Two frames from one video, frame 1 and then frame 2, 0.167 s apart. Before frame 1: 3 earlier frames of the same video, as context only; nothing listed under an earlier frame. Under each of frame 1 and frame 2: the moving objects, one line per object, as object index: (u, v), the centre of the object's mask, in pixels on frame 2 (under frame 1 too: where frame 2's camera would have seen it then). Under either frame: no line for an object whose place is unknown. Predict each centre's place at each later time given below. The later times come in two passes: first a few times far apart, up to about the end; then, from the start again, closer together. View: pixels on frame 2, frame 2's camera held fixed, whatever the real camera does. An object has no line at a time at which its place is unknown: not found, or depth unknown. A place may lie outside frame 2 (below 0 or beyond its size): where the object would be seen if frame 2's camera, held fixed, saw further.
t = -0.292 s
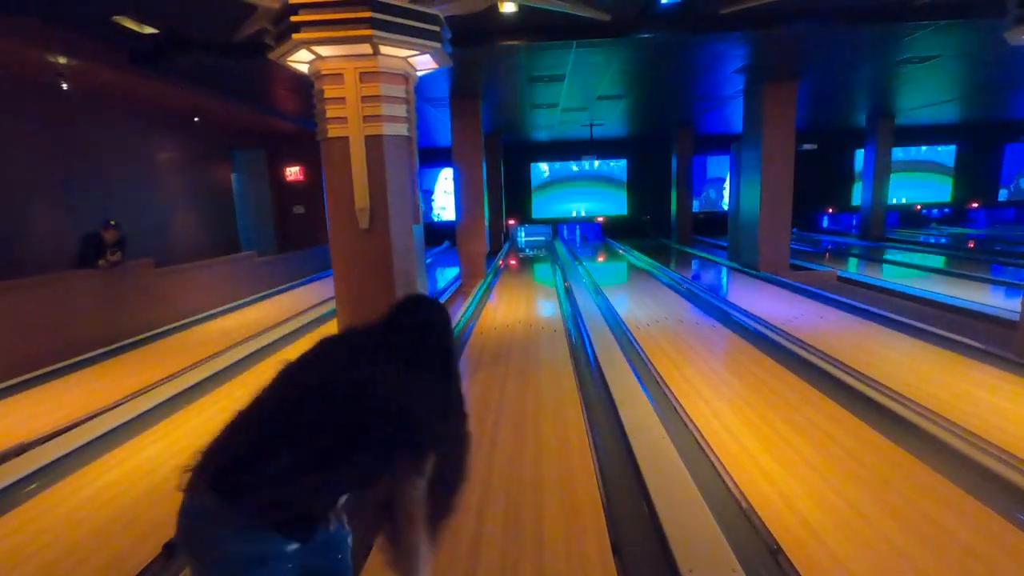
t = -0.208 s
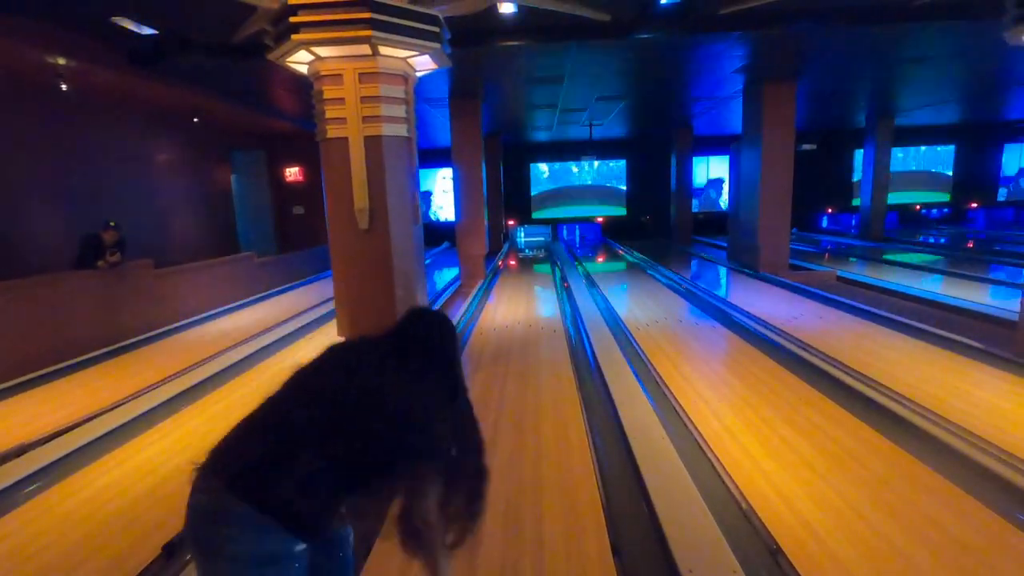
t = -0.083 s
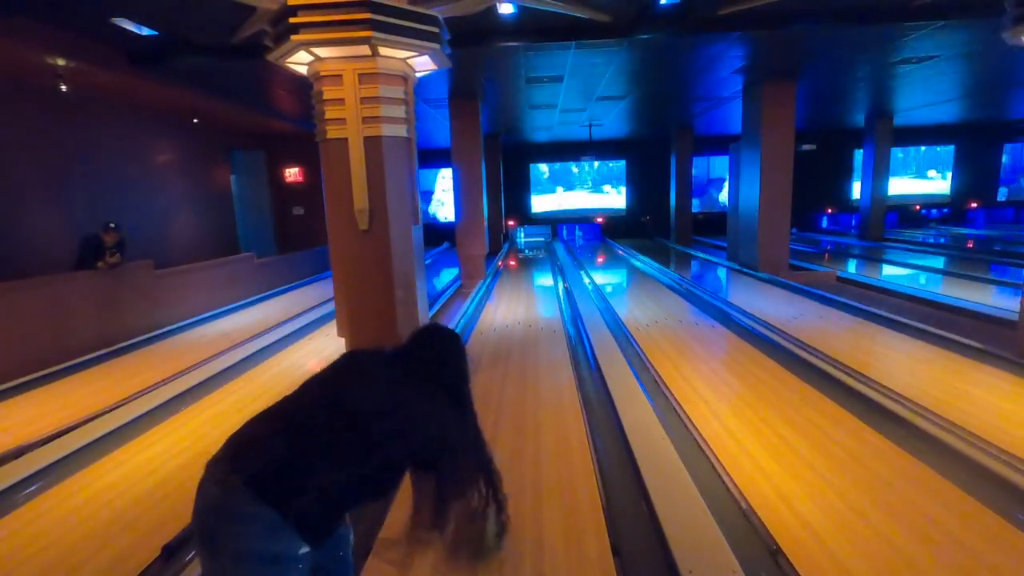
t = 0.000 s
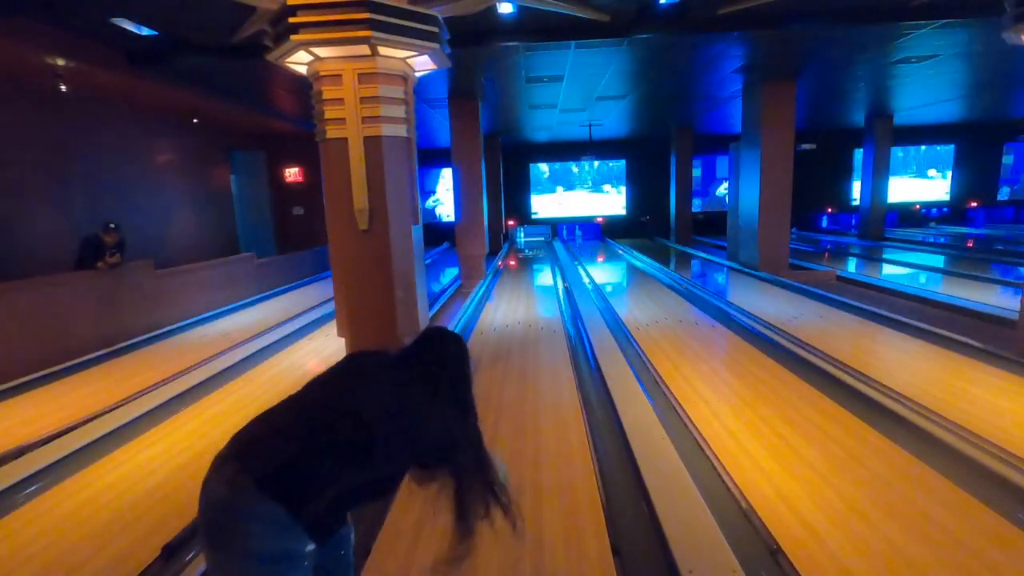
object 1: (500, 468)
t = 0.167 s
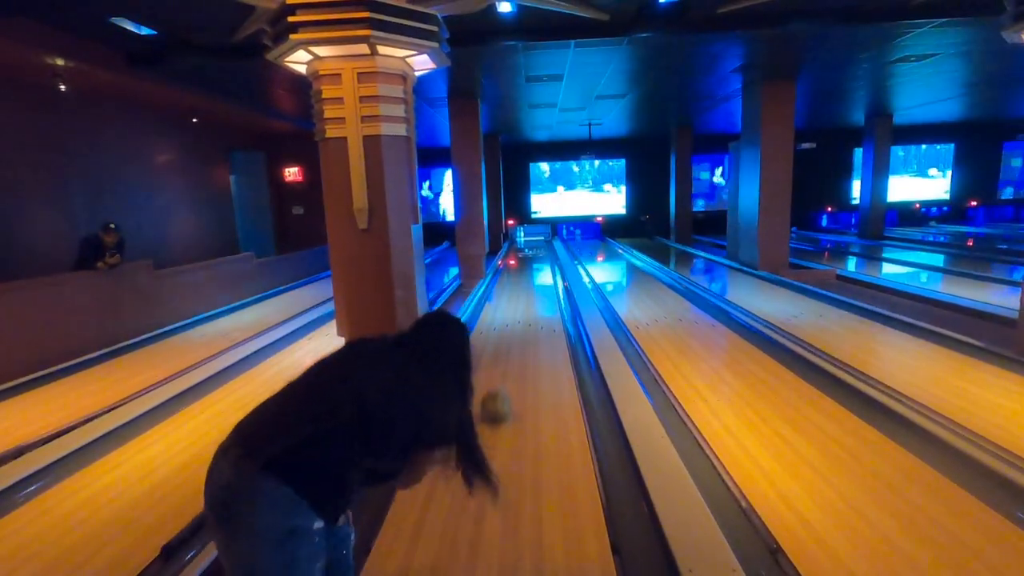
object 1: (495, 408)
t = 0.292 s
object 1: (500, 375)
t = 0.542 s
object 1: (506, 335)
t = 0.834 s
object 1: (509, 307)
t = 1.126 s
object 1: (510, 291)
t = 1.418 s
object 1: (511, 278)
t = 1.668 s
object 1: (511, 271)
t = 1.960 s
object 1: (511, 264)
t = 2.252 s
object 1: (512, 260)
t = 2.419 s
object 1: (511, 260)
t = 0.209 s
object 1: (498, 395)
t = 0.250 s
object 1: (499, 385)
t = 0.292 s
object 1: (500, 375)
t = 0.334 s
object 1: (501, 368)
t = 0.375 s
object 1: (502, 359)
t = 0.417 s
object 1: (503, 353)
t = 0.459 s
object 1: (504, 346)
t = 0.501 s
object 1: (505, 340)
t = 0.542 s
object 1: (506, 335)
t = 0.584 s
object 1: (507, 330)
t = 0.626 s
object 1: (507, 325)
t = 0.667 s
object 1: (508, 321)
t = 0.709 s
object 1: (508, 317)
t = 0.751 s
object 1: (508, 314)
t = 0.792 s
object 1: (509, 311)
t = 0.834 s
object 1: (509, 307)
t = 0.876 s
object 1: (509, 304)
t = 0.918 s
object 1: (510, 302)
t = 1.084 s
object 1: (510, 292)
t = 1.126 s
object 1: (510, 291)
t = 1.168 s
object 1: (510, 287)
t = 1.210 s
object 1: (510, 286)
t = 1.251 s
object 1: (511, 285)
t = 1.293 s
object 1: (511, 283)
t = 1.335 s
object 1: (511, 281)
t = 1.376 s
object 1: (511, 279)
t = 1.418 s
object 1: (511, 278)
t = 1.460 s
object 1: (511, 277)
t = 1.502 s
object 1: (511, 275)
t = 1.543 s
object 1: (511, 273)
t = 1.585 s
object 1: (511, 273)
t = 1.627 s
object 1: (511, 272)
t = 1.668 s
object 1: (511, 271)
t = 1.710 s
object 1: (510, 270)
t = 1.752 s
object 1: (510, 269)
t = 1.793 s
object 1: (510, 267)
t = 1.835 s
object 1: (511, 266)
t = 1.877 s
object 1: (511, 265)
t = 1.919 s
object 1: (511, 264)
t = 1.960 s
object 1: (511, 264)
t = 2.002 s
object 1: (511, 263)
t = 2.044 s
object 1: (511, 262)
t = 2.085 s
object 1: (511, 262)
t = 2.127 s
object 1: (511, 261)
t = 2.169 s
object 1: (512, 260)
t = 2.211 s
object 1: (512, 260)
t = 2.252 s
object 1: (512, 260)
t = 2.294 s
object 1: (512, 260)
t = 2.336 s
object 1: (511, 261)
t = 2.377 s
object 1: (510, 260)
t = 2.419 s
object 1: (511, 260)
